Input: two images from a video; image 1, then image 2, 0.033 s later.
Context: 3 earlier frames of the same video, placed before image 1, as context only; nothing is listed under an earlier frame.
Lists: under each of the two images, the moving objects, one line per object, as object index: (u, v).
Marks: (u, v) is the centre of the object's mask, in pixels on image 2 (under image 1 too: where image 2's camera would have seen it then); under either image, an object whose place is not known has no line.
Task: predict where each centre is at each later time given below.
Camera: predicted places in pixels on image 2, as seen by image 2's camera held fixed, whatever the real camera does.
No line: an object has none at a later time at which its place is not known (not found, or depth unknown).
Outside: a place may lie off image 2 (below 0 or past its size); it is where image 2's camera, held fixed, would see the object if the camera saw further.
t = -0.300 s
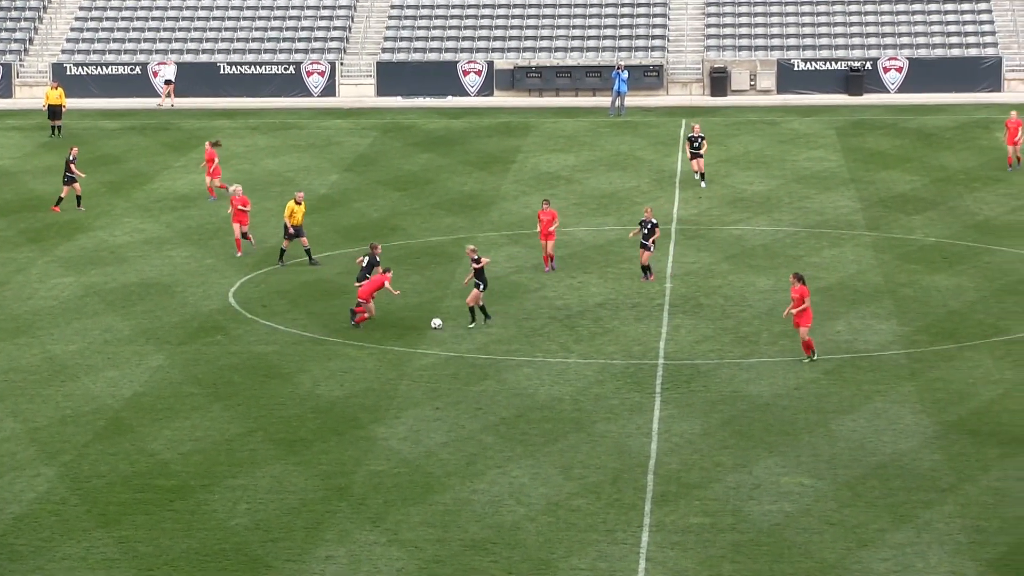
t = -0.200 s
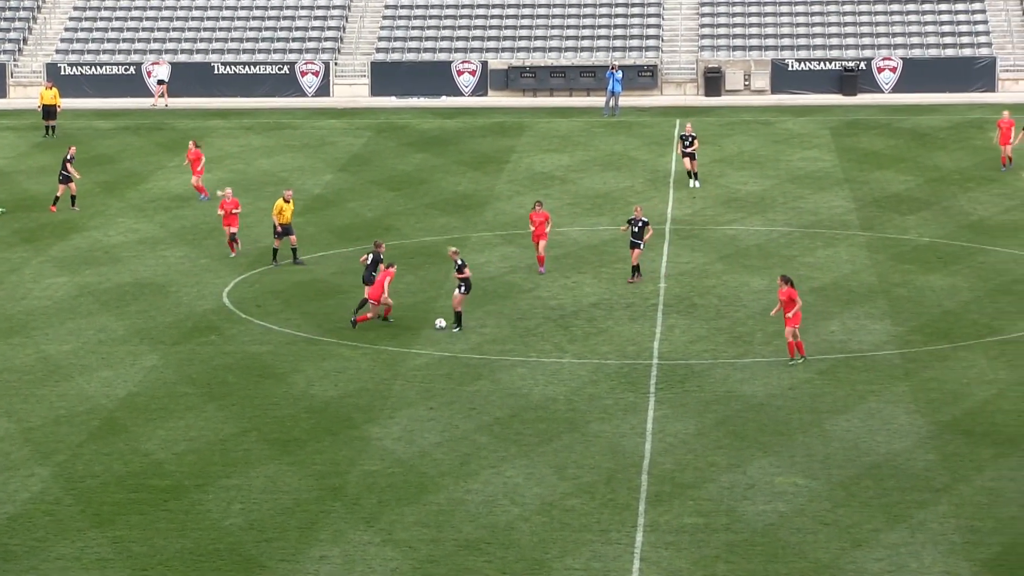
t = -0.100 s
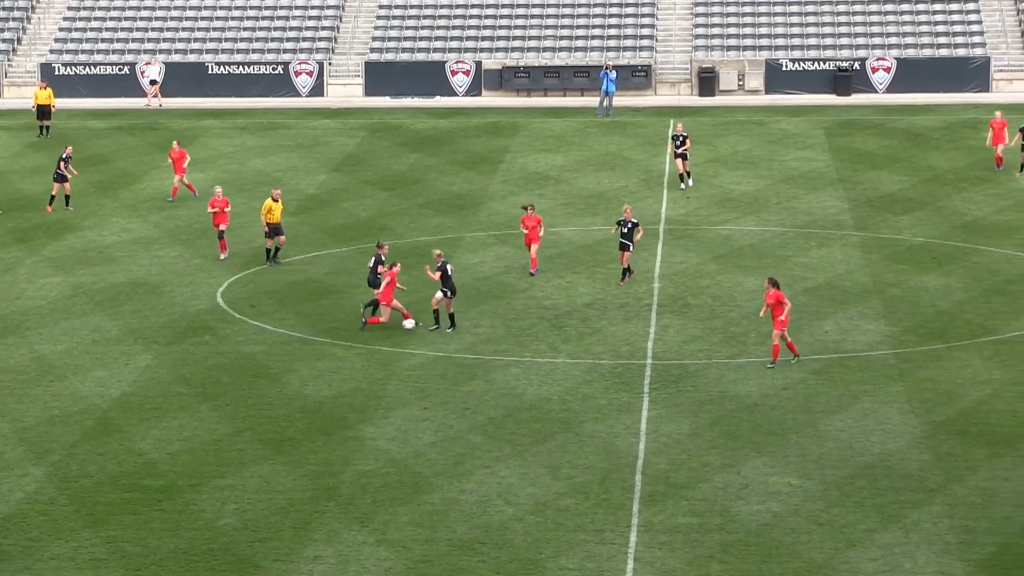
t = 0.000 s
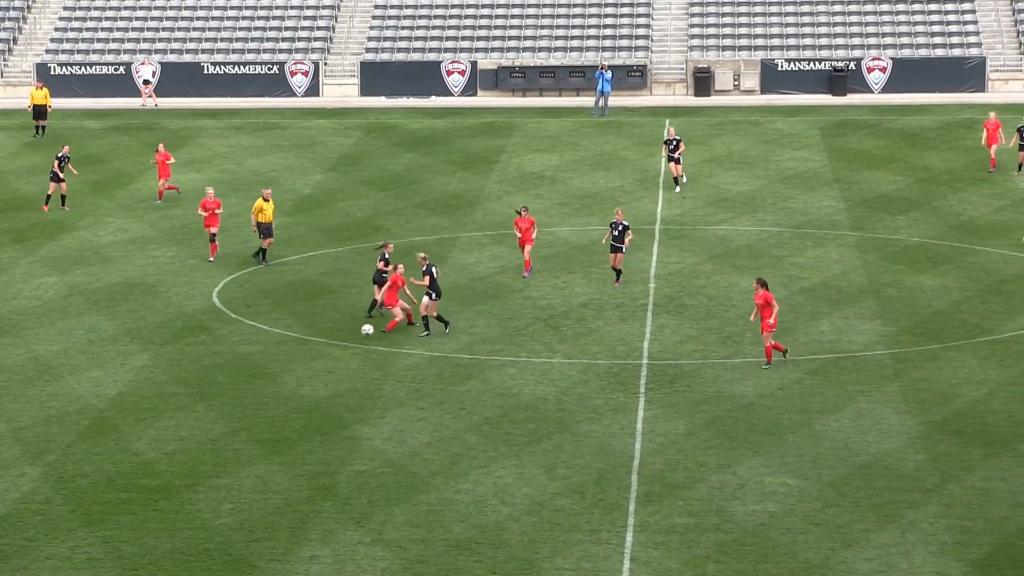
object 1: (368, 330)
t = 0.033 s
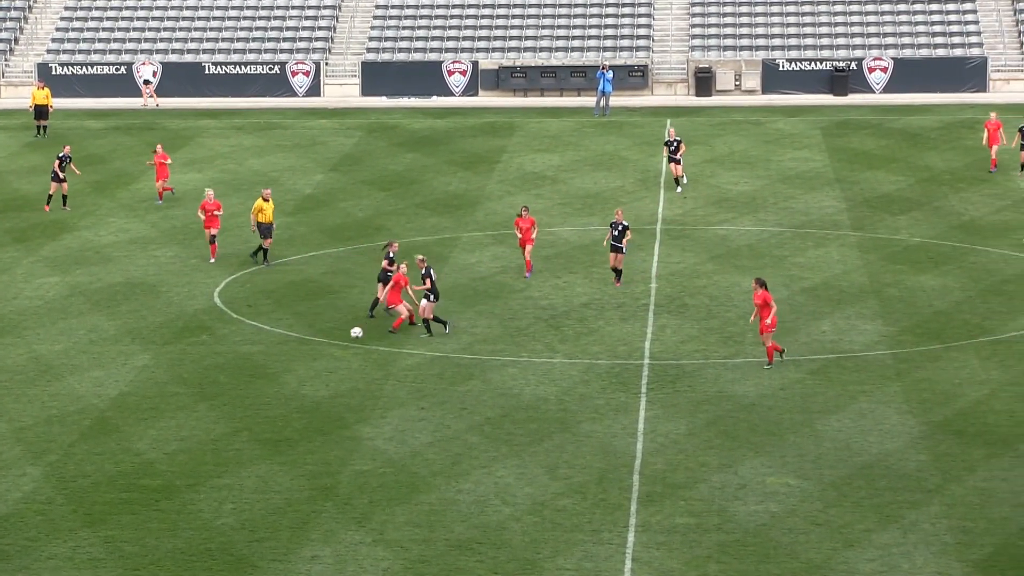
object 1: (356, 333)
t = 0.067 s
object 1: (344, 336)
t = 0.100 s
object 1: (331, 340)
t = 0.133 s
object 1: (321, 341)
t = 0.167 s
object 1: (312, 340)
